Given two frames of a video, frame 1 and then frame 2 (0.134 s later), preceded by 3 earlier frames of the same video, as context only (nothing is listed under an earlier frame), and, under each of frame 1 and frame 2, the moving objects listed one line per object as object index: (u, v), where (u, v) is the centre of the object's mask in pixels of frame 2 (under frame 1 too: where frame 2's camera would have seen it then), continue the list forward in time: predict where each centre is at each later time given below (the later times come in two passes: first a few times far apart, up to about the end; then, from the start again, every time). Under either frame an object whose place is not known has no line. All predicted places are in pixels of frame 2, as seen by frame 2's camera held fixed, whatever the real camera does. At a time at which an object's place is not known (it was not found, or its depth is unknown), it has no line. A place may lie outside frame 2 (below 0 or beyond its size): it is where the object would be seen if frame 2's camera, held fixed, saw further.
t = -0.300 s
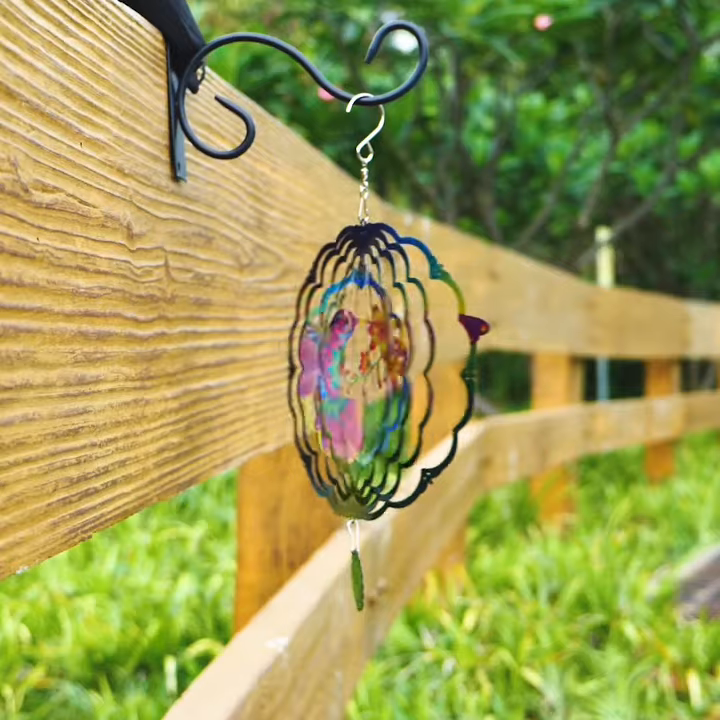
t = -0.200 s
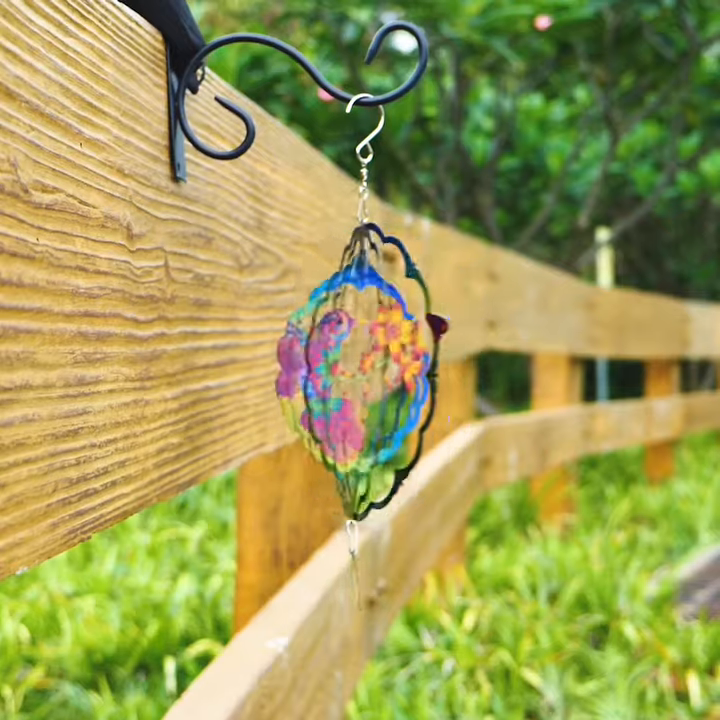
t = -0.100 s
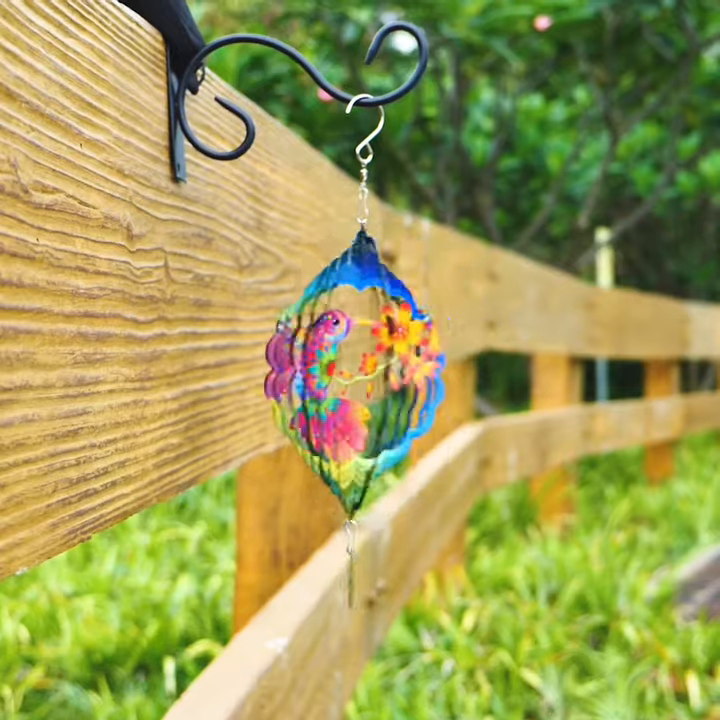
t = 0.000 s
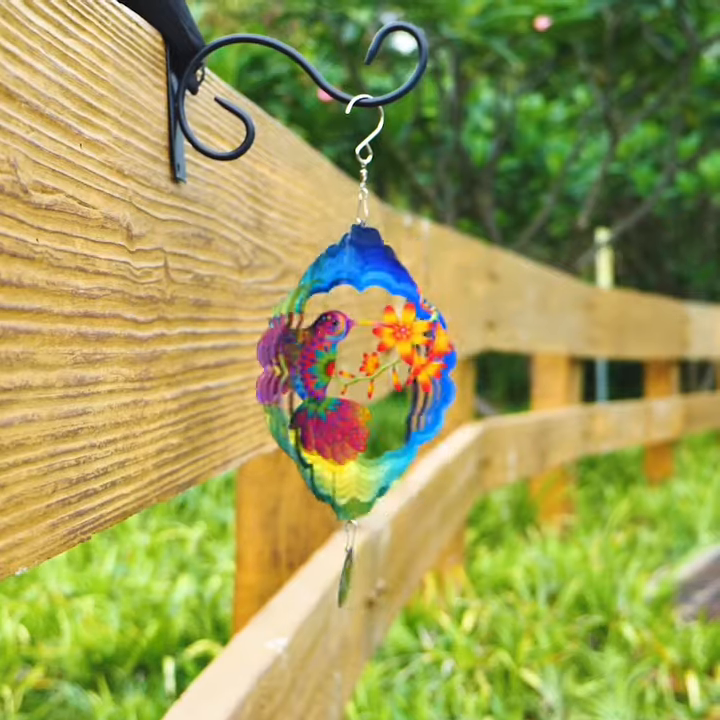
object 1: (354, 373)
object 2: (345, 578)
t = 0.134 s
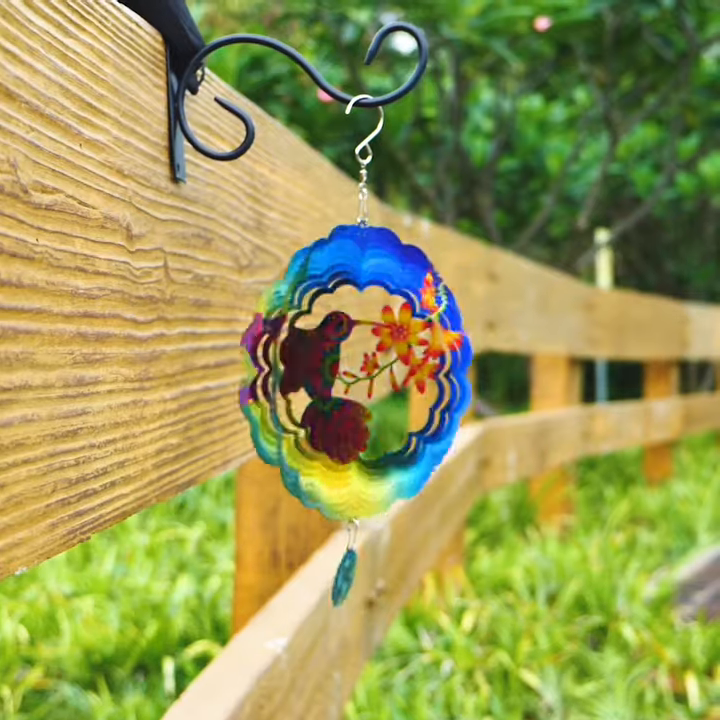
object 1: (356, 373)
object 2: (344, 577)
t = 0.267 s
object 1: (360, 373)
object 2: (354, 578)
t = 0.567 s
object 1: (358, 371)
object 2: (370, 577)
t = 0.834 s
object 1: (363, 373)
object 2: (362, 576)
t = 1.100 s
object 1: (356, 373)
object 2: (361, 582)
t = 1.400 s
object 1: (357, 373)
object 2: (354, 582)
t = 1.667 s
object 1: (377, 372)
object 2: (344, 580)
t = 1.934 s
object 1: (356, 373)
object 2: (353, 578)
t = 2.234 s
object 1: (360, 372)
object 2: (360, 575)
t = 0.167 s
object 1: (357, 373)
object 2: (346, 577)
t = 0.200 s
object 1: (358, 373)
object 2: (347, 577)
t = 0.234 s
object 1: (359, 373)
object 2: (350, 578)
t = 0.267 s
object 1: (360, 373)
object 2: (354, 578)
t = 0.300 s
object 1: (361, 372)
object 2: (355, 578)
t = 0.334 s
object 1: (361, 372)
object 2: (359, 578)
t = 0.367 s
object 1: (361, 371)
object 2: (362, 578)
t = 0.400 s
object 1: (361, 371)
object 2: (364, 578)
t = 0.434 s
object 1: (361, 371)
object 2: (367, 578)
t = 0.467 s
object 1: (360, 371)
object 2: (369, 578)
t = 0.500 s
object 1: (360, 371)
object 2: (369, 578)
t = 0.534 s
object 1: (359, 371)
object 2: (370, 577)
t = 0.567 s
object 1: (358, 371)
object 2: (370, 577)
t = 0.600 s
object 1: (358, 371)
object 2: (370, 576)
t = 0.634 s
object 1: (357, 370)
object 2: (369, 575)
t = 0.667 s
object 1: (356, 370)
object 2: (368, 575)
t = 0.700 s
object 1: (354, 370)
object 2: (367, 575)
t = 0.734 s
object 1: (355, 369)
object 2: (365, 575)
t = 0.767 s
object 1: (361, 369)
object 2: (364, 576)
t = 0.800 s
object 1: (362, 370)
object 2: (363, 576)
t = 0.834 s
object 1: (363, 373)
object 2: (362, 576)
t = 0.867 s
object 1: (363, 374)
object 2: (360, 577)
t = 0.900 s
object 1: (362, 374)
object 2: (360, 576)
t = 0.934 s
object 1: (361, 373)
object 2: (360, 579)
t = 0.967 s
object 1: (361, 372)
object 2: (359, 579)
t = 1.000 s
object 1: (360, 372)
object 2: (359, 580)
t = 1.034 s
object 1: (358, 373)
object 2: (360, 581)
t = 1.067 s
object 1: (357, 373)
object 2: (361, 581)
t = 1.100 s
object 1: (356, 373)
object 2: (361, 582)
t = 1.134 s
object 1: (353, 373)
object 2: (361, 582)
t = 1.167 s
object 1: (352, 373)
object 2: (362, 583)
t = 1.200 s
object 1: (351, 373)
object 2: (362, 583)
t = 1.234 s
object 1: (351, 373)
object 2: (361, 583)
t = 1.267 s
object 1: (352, 373)
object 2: (360, 582)
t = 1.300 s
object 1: (353, 373)
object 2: (359, 582)
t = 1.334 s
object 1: (354, 373)
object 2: (357, 582)
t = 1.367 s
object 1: (356, 373)
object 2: (355, 582)
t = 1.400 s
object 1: (357, 373)
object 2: (354, 582)
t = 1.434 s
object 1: (361, 373)
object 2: (352, 582)
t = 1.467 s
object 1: (364, 373)
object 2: (350, 581)
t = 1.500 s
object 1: (366, 373)
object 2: (349, 581)
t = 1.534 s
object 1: (369, 373)
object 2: (347, 581)
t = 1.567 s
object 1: (372, 373)
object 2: (345, 580)
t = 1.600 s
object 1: (373, 373)
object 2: (345, 580)
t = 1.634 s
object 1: (375, 373)
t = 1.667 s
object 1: (377, 372)
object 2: (344, 580)
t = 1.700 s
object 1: (378, 371)
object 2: (343, 579)
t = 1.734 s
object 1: (376, 371)
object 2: (344, 578)
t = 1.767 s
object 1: (370, 370)
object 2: (345, 578)
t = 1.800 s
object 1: (366, 370)
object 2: (346, 578)
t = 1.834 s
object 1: (358, 371)
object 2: (348, 578)
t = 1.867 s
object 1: (355, 372)
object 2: (350, 578)
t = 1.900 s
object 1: (355, 372)
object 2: (351, 579)
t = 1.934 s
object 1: (356, 373)
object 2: (353, 578)
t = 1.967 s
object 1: (356, 372)
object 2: (354, 577)
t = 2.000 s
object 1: (356, 372)
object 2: (355, 577)
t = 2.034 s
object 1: (357, 372)
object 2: (356, 577)
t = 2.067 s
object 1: (356, 372)
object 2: (358, 577)
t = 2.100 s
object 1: (356, 372)
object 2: (358, 577)
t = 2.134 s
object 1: (357, 372)
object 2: (359, 577)
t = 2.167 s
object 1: (358, 372)
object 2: (359, 576)
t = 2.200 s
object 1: (359, 372)
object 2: (359, 576)
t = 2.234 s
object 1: (360, 372)
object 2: (360, 575)
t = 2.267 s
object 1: (362, 372)
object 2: (360, 575)
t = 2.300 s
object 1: (363, 372)
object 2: (360, 575)
